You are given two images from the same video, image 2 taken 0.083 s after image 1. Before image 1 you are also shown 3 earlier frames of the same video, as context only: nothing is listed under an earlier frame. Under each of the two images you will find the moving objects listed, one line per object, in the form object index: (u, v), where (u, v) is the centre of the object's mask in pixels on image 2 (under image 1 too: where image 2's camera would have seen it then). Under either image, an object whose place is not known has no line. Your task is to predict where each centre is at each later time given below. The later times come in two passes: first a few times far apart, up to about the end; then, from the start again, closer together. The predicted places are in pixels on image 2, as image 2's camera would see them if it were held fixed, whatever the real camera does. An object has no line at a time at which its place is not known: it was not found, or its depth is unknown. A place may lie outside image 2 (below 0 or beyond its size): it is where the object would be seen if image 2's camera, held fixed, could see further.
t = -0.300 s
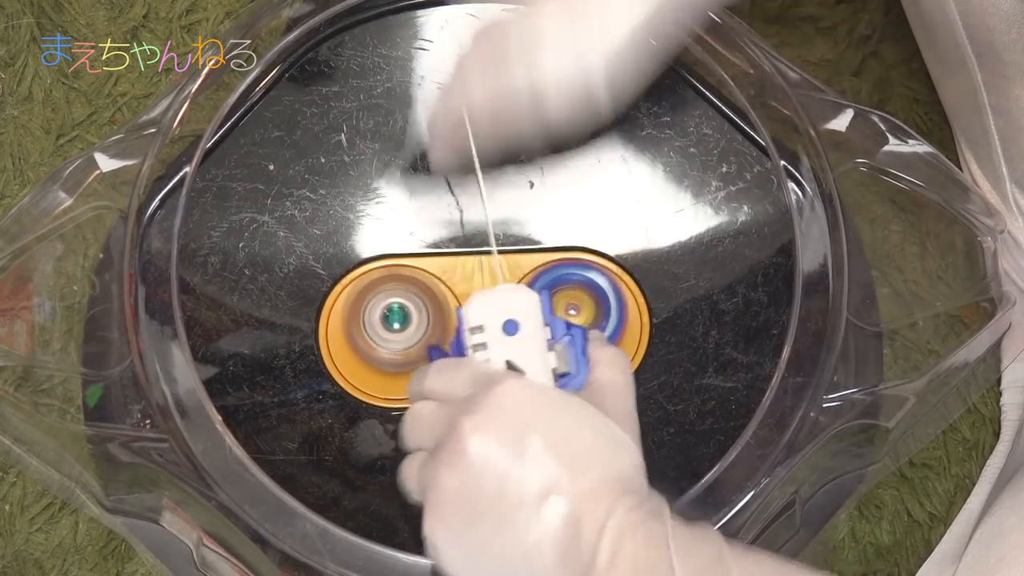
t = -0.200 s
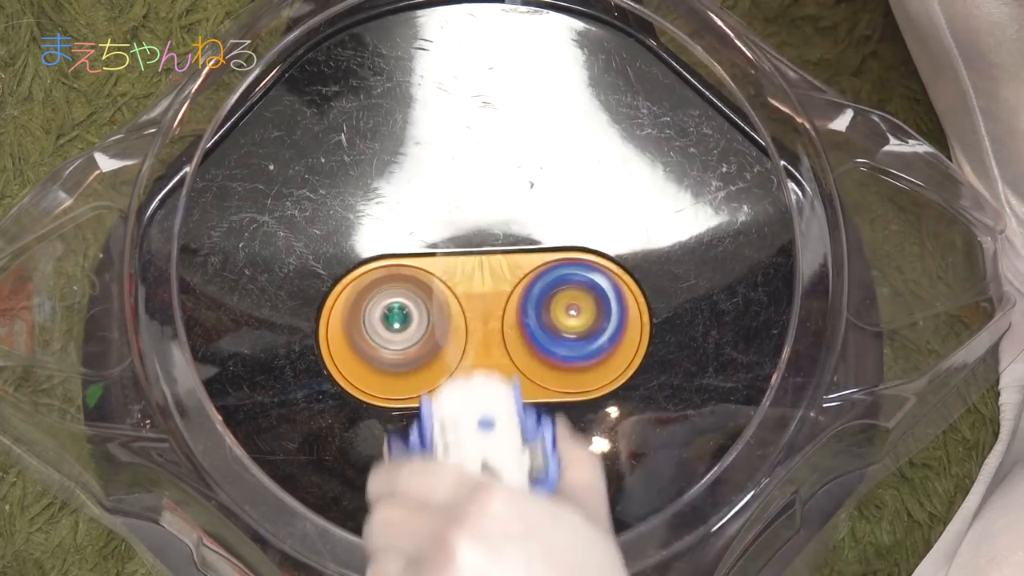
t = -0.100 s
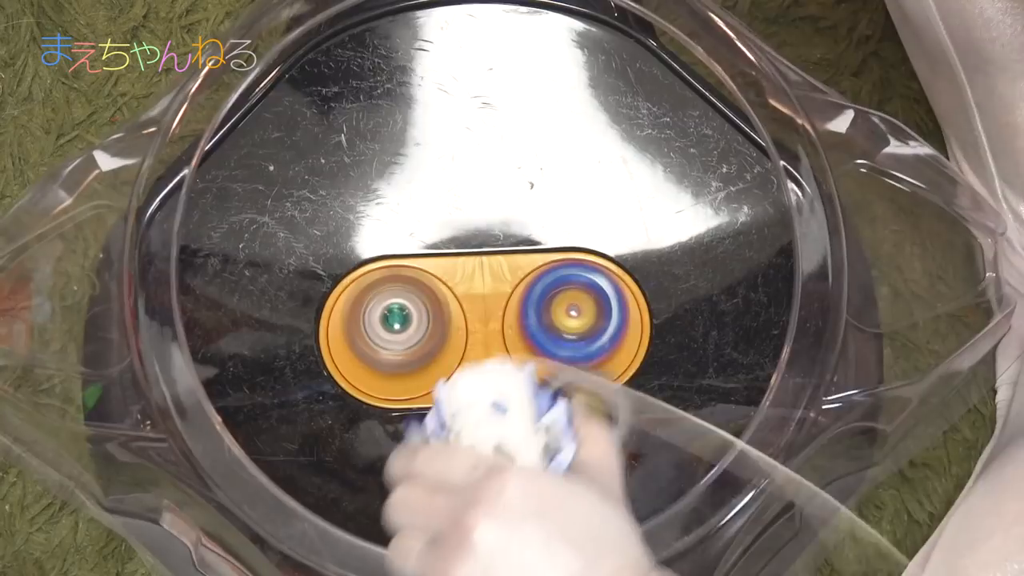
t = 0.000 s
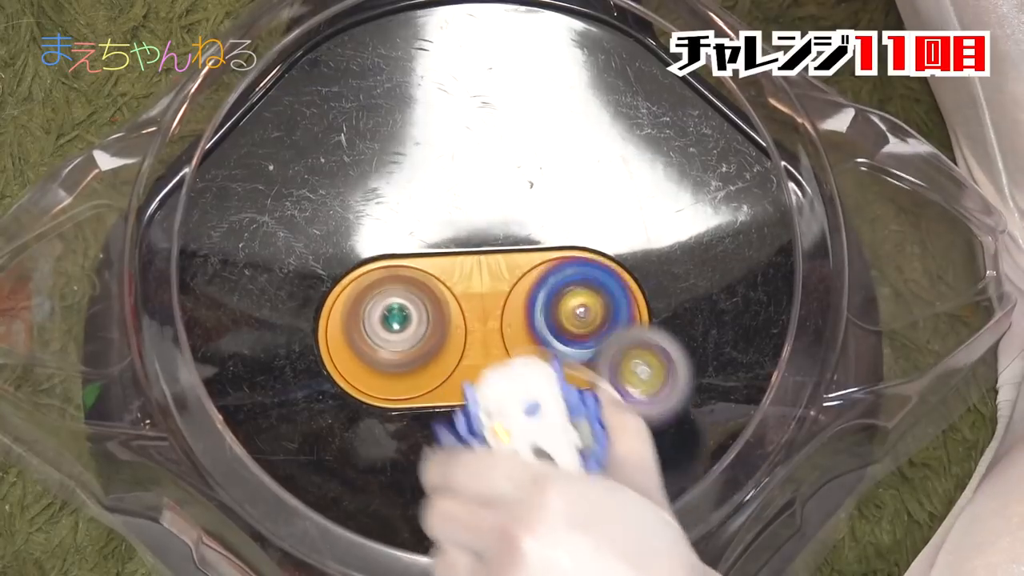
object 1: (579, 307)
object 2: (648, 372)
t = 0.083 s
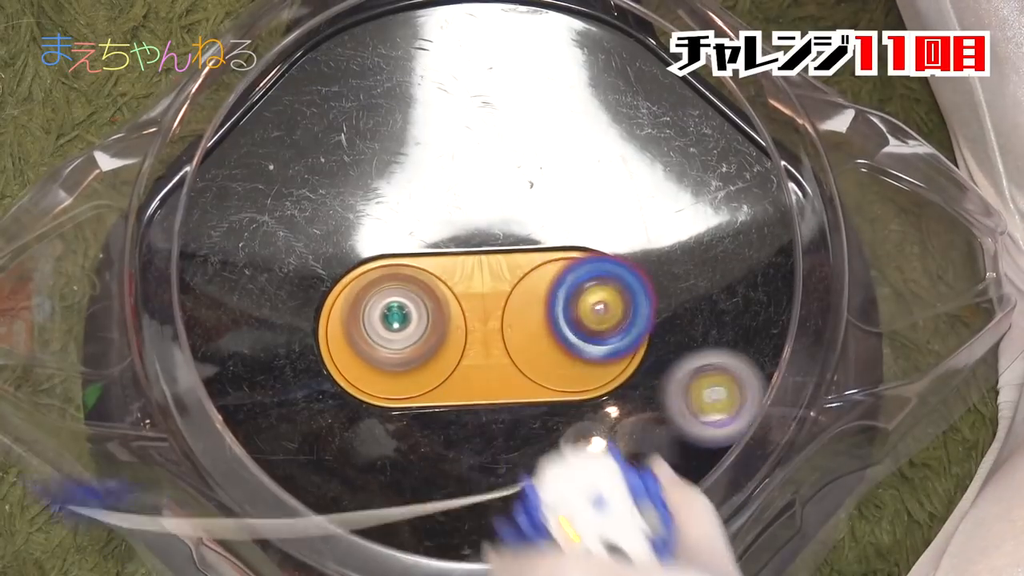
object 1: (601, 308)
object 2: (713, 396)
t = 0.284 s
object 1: (685, 289)
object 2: (788, 194)
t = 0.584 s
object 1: (745, 220)
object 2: (344, 225)
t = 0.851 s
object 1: (654, 281)
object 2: (282, 432)
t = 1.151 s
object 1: (662, 285)
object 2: (590, 484)
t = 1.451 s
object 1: (669, 165)
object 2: (745, 354)
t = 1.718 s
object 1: (517, 140)
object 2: (664, 335)
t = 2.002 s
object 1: (442, 215)
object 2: (501, 381)
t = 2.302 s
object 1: (403, 209)
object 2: (508, 371)
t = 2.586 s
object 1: (370, 210)
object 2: (505, 357)
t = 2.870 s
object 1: (351, 185)
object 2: (512, 314)
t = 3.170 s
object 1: (358, 210)
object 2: (532, 291)
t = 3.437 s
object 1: (361, 200)
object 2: (504, 286)
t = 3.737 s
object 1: (355, 208)
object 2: (615, 268)
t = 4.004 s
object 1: (329, 222)
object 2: (592, 252)
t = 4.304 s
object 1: (293, 265)
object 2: (641, 299)
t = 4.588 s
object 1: (278, 298)
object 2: (639, 330)
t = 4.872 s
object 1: (280, 319)
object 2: (614, 336)
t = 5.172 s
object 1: (280, 338)
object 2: (568, 332)
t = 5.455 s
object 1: (289, 362)
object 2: (522, 340)
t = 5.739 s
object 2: (548, 333)
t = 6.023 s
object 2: (566, 304)
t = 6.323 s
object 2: (576, 324)
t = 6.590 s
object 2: (572, 324)
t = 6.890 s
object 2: (573, 311)
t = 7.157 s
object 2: (585, 316)
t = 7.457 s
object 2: (576, 310)
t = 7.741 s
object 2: (572, 318)
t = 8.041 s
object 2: (581, 316)
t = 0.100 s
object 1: (606, 308)
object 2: (729, 392)
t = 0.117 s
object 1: (612, 308)
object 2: (748, 387)
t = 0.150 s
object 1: (627, 307)
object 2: (782, 359)
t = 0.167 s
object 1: (635, 306)
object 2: (793, 342)
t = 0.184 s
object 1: (643, 304)
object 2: (804, 323)
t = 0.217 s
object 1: (656, 300)
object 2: (820, 284)
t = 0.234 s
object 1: (663, 297)
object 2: (821, 262)
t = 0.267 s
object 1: (677, 292)
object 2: (801, 214)
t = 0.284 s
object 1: (685, 289)
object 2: (788, 194)
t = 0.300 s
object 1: (693, 285)
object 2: (772, 177)
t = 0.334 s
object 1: (708, 276)
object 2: (732, 153)
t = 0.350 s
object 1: (716, 271)
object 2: (707, 144)
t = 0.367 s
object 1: (724, 265)
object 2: (683, 138)
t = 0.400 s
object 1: (737, 253)
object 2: (629, 132)
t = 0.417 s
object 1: (742, 247)
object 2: (601, 131)
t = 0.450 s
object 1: (747, 237)
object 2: (540, 141)
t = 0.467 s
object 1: (756, 231)
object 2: (512, 147)
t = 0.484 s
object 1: (757, 228)
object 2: (484, 156)
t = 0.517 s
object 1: (757, 223)
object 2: (434, 178)
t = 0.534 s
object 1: (756, 222)
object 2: (411, 193)
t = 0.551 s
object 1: (753, 221)
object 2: (385, 210)
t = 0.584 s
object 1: (745, 220)
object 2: (344, 225)
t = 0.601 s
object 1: (742, 221)
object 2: (325, 228)
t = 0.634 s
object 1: (736, 225)
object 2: (291, 245)
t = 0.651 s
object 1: (731, 228)
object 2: (274, 256)
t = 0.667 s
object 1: (726, 232)
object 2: (258, 269)
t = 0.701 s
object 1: (715, 239)
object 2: (237, 299)
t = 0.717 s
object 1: (709, 244)
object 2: (232, 314)
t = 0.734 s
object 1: (703, 249)
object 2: (230, 331)
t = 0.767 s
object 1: (689, 257)
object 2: (234, 364)
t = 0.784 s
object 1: (683, 262)
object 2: (240, 379)
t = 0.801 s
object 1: (676, 266)
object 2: (247, 395)
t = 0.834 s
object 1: (662, 276)
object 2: (268, 421)
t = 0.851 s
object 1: (654, 281)
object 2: (282, 432)
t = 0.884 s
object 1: (640, 289)
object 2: (318, 450)
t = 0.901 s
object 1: (633, 294)
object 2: (339, 455)
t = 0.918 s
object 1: (627, 299)
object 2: (363, 460)
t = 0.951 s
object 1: (615, 308)
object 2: (409, 464)
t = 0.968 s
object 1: (611, 314)
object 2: (433, 464)
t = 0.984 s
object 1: (607, 319)
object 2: (457, 462)
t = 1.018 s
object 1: (600, 332)
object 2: (504, 457)
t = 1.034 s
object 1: (598, 339)
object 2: (525, 452)
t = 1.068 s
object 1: (599, 350)
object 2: (562, 445)
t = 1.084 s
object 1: (614, 338)
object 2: (566, 457)
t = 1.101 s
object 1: (632, 323)
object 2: (570, 467)
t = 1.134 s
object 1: (654, 297)
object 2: (582, 481)
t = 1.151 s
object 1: (662, 285)
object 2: (590, 484)
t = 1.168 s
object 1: (670, 275)
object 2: (598, 484)
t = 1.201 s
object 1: (684, 254)
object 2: (617, 479)
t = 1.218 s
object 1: (689, 246)
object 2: (628, 472)
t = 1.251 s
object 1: (697, 233)
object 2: (652, 455)
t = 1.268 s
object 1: (700, 230)
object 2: (663, 445)
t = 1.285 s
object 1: (701, 226)
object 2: (674, 432)
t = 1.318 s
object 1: (703, 225)
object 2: (699, 403)
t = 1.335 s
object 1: (703, 225)
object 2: (710, 386)
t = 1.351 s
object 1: (702, 227)
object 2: (720, 369)
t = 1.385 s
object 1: (700, 232)
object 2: (732, 334)
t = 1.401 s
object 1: (697, 223)
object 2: (738, 336)
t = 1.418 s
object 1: (688, 203)
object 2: (743, 344)
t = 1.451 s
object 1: (669, 165)
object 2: (745, 354)
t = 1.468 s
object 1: (661, 152)
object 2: (752, 360)
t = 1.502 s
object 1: (642, 130)
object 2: (743, 360)
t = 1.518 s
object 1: (632, 123)
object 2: (749, 363)
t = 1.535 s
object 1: (622, 117)
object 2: (745, 362)
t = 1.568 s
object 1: (602, 111)
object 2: (736, 358)
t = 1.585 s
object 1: (592, 111)
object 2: (732, 356)
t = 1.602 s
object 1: (583, 112)
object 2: (728, 353)
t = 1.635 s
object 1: (564, 116)
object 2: (713, 348)
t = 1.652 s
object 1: (554, 120)
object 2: (704, 345)
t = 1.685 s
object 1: (535, 129)
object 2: (686, 340)
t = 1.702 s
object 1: (526, 134)
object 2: (676, 337)
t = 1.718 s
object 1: (517, 140)
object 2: (664, 335)
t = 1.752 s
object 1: (503, 152)
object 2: (641, 331)
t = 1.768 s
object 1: (496, 159)
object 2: (629, 333)
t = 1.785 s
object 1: (489, 166)
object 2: (618, 335)
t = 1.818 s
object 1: (477, 179)
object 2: (595, 339)
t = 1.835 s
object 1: (472, 186)
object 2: (585, 342)
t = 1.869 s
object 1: (462, 199)
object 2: (565, 348)
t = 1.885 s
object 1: (457, 206)
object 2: (557, 351)
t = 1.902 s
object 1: (453, 213)
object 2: (549, 355)
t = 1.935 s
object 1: (446, 226)
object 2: (532, 365)
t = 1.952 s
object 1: (445, 226)
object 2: (524, 369)
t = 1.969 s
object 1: (444, 221)
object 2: (516, 373)
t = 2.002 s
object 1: (442, 215)
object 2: (501, 381)
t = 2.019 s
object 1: (440, 214)
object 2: (496, 382)
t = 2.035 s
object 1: (438, 213)
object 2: (492, 383)
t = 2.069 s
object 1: (433, 213)
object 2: (492, 379)
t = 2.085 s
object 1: (430, 214)
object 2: (494, 375)
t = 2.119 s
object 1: (427, 209)
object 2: (498, 368)
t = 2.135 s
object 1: (425, 207)
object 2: (499, 365)
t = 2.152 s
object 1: (424, 206)
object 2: (500, 362)
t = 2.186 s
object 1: (419, 206)
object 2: (500, 358)
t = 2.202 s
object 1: (417, 207)
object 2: (498, 357)
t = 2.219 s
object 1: (415, 209)
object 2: (497, 357)
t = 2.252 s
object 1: (410, 210)
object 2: (496, 360)
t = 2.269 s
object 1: (408, 210)
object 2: (501, 364)
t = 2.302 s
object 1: (403, 209)
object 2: (508, 371)
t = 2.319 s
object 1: (400, 207)
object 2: (509, 374)
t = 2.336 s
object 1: (398, 205)
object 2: (510, 376)
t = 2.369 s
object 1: (392, 204)
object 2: (510, 378)
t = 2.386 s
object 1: (391, 204)
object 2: (509, 379)
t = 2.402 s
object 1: (389, 206)
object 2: (507, 378)
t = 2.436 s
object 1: (386, 209)
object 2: (503, 375)
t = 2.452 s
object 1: (383, 209)
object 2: (500, 373)
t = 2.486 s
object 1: (378, 205)
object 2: (493, 366)
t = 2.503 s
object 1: (377, 205)
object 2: (493, 364)
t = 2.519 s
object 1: (375, 205)
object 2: (496, 363)
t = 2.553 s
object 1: (372, 208)
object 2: (502, 361)
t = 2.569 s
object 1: (371, 209)
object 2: (503, 359)
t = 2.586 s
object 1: (370, 210)
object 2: (505, 357)
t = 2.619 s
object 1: (368, 210)
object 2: (506, 352)
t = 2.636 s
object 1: (367, 211)
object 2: (507, 350)
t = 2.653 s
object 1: (367, 212)
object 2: (507, 347)
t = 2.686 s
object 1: (358, 196)
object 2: (506, 341)
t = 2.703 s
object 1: (354, 188)
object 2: (505, 339)
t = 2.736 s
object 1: (348, 177)
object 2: (504, 333)
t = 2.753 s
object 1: (347, 173)
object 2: (504, 331)
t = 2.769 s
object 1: (346, 173)
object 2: (504, 328)
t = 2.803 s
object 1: (346, 173)
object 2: (506, 324)
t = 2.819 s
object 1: (347, 174)
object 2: (506, 322)
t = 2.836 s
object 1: (348, 176)
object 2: (505, 319)
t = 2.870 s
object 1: (351, 185)
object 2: (512, 314)
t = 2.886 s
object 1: (352, 190)
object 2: (516, 311)
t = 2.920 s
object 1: (356, 202)
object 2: (523, 307)
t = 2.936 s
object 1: (358, 208)
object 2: (527, 305)
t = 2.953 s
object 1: (358, 212)
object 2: (529, 303)
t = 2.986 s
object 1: (350, 198)
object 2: (534, 300)
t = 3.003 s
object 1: (348, 193)
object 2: (535, 300)
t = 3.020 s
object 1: (346, 190)
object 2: (536, 299)
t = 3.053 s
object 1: (345, 188)
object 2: (537, 298)
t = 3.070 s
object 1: (345, 189)
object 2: (537, 297)
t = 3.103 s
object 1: (348, 192)
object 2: (536, 295)
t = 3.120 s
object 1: (350, 196)
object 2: (536, 294)
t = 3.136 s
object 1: (353, 200)
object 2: (535, 293)
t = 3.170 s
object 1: (358, 210)
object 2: (532, 291)
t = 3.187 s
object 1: (361, 214)
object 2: (530, 290)
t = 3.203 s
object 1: (360, 212)
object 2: (528, 289)
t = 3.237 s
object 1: (361, 206)
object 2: (526, 288)
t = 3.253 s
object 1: (362, 206)
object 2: (525, 287)
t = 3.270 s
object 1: (362, 206)
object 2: (523, 287)
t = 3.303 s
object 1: (365, 208)
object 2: (520, 287)
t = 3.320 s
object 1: (366, 211)
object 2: (518, 287)
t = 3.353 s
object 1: (363, 204)
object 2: (513, 287)
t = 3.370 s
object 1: (361, 201)
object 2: (511, 286)
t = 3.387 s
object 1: (361, 199)
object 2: (509, 285)
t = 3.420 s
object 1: (361, 199)
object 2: (506, 286)
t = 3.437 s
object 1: (361, 200)
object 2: (504, 286)
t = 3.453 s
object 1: (361, 202)
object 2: (503, 287)
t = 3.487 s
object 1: (363, 208)
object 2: (500, 288)
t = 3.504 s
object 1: (364, 212)
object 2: (499, 289)
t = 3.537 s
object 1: (365, 212)
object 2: (520, 285)
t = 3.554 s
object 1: (363, 207)
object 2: (532, 281)
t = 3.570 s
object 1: (362, 204)
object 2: (543, 279)
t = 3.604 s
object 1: (361, 201)
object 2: (562, 275)
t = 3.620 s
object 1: (361, 202)
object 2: (571, 274)
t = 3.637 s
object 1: (362, 204)
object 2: (579, 273)
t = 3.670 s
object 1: (363, 210)
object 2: (593, 271)
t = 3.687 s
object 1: (363, 212)
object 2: (599, 270)
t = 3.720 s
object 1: (358, 209)
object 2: (611, 270)
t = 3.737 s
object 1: (355, 208)
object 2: (615, 268)
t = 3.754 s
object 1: (354, 209)
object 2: (620, 266)
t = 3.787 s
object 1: (353, 215)
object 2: (621, 263)
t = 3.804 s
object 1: (352, 217)
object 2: (618, 261)
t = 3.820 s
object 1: (351, 217)
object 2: (615, 260)
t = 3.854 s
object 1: (343, 214)
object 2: (602, 258)
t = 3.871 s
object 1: (341, 212)
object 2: (596, 256)
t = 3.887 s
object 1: (339, 212)
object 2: (592, 254)
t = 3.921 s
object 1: (338, 216)
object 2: (588, 251)
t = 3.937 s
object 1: (338, 220)
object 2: (588, 250)
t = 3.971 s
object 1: (336, 224)
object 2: (588, 250)
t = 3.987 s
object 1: (332, 222)
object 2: (589, 251)
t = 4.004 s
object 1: (329, 222)
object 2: (592, 252)
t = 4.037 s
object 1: (325, 225)
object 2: (599, 254)
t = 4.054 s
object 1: (325, 228)
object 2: (604, 255)
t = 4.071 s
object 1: (323, 231)
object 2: (609, 257)
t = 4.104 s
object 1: (318, 236)
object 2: (619, 262)
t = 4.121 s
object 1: (314, 237)
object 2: (624, 266)
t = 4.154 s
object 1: (309, 240)
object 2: (629, 272)
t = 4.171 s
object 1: (307, 243)
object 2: (631, 275)
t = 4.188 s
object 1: (306, 247)
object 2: (632, 278)
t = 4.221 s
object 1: (301, 252)
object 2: (634, 285)
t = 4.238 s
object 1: (298, 254)
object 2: (635, 287)
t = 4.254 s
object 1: (296, 255)
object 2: (637, 290)
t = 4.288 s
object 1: (294, 261)
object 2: (640, 296)
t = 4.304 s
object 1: (293, 265)
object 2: (641, 299)
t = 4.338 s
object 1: (291, 270)
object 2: (642, 304)
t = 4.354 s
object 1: (287, 272)
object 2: (642, 306)
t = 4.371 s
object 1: (282, 275)
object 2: (642, 308)
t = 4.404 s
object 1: (276, 278)
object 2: (641, 311)
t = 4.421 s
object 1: (275, 280)
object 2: (641, 312)
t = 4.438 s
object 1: (274, 281)
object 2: (640, 313)
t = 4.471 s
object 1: (276, 285)
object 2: (639, 317)
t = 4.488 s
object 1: (277, 286)
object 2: (639, 319)
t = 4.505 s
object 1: (280, 289)
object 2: (639, 320)
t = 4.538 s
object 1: (284, 293)
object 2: (640, 324)
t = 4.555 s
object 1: (280, 295)
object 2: (640, 326)
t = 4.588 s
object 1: (278, 298)
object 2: (639, 330)
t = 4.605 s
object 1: (278, 300)
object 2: (638, 331)
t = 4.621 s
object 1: (279, 302)
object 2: (638, 332)
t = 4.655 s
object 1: (282, 305)
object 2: (636, 334)
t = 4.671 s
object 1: (283, 306)
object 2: (635, 336)
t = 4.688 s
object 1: (281, 308)
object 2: (634, 336)
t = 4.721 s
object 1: (276, 311)
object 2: (631, 338)
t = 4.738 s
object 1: (276, 312)
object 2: (630, 339)
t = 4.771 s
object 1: (277, 314)
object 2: (628, 339)
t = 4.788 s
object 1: (279, 315)
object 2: (626, 339)
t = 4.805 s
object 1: (280, 316)
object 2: (624, 339)
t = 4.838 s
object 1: (279, 318)
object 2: (619, 338)
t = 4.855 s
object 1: (279, 318)
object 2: (617, 337)
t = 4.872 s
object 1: (280, 319)
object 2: (614, 336)
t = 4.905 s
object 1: (280, 320)
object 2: (608, 335)
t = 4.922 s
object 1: (279, 321)
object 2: (605, 334)
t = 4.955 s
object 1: (280, 322)
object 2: (600, 332)
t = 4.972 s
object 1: (281, 323)
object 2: (597, 331)
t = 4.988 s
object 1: (282, 324)
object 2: (594, 330)
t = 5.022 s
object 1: (280, 325)
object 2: (590, 330)
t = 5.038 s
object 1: (280, 326)
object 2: (587, 330)
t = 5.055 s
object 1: (281, 327)
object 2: (584, 330)
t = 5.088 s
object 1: (281, 329)
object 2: (579, 330)
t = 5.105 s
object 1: (279, 331)
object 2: (577, 330)
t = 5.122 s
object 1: (278, 333)
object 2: (575, 330)
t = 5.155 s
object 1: (279, 336)
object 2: (570, 331)
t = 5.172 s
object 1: (280, 338)
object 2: (568, 332)
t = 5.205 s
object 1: (282, 340)
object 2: (563, 333)
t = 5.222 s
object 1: (283, 342)
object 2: (561, 334)
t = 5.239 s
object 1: (284, 343)
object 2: (558, 335)
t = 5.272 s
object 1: (282, 345)
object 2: (553, 335)
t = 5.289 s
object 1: (283, 346)
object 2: (551, 336)
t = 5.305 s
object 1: (284, 347)
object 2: (549, 337)
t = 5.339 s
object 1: (287, 350)
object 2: (544, 338)
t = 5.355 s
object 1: (287, 352)
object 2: (541, 339)
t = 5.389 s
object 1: (288, 356)
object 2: (535, 340)
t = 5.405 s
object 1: (289, 357)
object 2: (532, 340)
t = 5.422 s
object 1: (289, 359)
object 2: (529, 340)
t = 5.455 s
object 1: (289, 362)
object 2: (522, 340)
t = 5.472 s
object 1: (290, 364)
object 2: (518, 340)
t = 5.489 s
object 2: (514, 339)
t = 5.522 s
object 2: (504, 339)
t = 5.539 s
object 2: (500, 339)
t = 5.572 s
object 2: (509, 343)
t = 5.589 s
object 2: (516, 344)
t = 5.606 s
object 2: (521, 344)
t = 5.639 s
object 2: (530, 344)
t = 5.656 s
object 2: (534, 343)
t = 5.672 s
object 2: (538, 342)
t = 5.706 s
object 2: (543, 338)
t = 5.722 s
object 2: (546, 336)
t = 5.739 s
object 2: (548, 333)
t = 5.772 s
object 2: (552, 327)
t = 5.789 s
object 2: (553, 324)
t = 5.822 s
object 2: (558, 318)
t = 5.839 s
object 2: (563, 314)
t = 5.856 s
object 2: (569, 314)
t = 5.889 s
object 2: (580, 310)
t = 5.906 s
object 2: (584, 312)
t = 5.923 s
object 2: (586, 317)
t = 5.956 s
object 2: (581, 324)
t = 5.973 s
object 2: (577, 321)
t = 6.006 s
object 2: (565, 311)
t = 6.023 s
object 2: (566, 304)
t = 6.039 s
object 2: (568, 302)
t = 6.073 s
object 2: (571, 306)
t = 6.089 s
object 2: (573, 309)
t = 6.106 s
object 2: (577, 314)
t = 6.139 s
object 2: (577, 319)
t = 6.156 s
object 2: (573, 319)
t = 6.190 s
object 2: (567, 310)
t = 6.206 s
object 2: (568, 305)
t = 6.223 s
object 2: (571, 302)
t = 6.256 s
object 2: (575, 303)
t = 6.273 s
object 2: (576, 306)
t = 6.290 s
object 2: (579, 313)
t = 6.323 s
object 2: (576, 324)
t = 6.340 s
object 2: (573, 326)
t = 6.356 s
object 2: (573, 324)
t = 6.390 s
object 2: (577, 316)
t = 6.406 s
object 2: (577, 313)
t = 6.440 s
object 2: (575, 313)
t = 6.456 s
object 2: (574, 315)
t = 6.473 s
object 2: (572, 315)
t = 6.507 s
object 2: (573, 311)
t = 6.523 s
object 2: (576, 310)
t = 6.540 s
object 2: (579, 312)
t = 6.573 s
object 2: (578, 321)
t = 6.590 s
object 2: (572, 324)
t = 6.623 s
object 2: (565, 322)
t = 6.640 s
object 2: (565, 321)
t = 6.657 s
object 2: (567, 318)
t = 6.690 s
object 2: (571, 307)
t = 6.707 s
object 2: (577, 303)
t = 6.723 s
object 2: (581, 302)
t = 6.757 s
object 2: (578, 307)
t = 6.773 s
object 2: (577, 313)
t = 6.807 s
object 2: (570, 321)
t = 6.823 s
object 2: (565, 320)
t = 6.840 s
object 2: (561, 318)
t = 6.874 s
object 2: (569, 314)
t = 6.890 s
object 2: (573, 311)
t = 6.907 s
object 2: (576, 311)
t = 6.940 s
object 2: (580, 316)
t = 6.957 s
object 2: (576, 320)
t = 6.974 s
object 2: (570, 321)
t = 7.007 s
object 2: (561, 314)
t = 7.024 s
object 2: (562, 311)
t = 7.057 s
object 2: (566, 307)
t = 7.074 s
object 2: (571, 303)
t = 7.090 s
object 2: (578, 302)
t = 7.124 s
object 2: (584, 305)
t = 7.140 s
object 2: (585, 309)
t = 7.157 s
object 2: (585, 316)
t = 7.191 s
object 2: (578, 324)
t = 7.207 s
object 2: (576, 320)
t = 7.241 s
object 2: (567, 311)
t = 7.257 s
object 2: (568, 305)
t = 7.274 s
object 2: (572, 300)
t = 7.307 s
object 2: (574, 302)
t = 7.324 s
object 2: (576, 305)
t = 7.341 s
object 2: (578, 309)
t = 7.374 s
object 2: (577, 322)
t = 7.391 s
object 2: (572, 325)
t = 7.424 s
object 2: (574, 317)
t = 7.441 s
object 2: (576, 312)
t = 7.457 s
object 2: (576, 310)
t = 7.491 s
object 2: (577, 313)
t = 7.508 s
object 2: (576, 316)
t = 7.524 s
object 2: (572, 317)
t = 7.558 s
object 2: (566, 309)
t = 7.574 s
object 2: (567, 304)
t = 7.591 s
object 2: (570, 301)
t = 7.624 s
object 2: (574, 302)
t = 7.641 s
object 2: (577, 304)
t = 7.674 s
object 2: (583, 316)
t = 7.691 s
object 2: (580, 323)
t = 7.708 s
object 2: (576, 326)
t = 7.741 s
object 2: (572, 318)
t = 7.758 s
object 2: (569, 313)
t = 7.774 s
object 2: (570, 305)
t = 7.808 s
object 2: (574, 300)
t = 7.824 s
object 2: (574, 303)
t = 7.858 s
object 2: (575, 309)
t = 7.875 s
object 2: (577, 315)
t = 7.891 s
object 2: (576, 318)
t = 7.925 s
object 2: (567, 317)
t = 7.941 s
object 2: (564, 310)
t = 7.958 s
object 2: (564, 304)
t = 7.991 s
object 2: (568, 304)
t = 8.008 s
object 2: (572, 306)
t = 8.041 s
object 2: (581, 316)
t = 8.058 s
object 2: (580, 321)
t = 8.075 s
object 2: (576, 325)
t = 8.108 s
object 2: (575, 316)
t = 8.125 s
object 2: (575, 309)
